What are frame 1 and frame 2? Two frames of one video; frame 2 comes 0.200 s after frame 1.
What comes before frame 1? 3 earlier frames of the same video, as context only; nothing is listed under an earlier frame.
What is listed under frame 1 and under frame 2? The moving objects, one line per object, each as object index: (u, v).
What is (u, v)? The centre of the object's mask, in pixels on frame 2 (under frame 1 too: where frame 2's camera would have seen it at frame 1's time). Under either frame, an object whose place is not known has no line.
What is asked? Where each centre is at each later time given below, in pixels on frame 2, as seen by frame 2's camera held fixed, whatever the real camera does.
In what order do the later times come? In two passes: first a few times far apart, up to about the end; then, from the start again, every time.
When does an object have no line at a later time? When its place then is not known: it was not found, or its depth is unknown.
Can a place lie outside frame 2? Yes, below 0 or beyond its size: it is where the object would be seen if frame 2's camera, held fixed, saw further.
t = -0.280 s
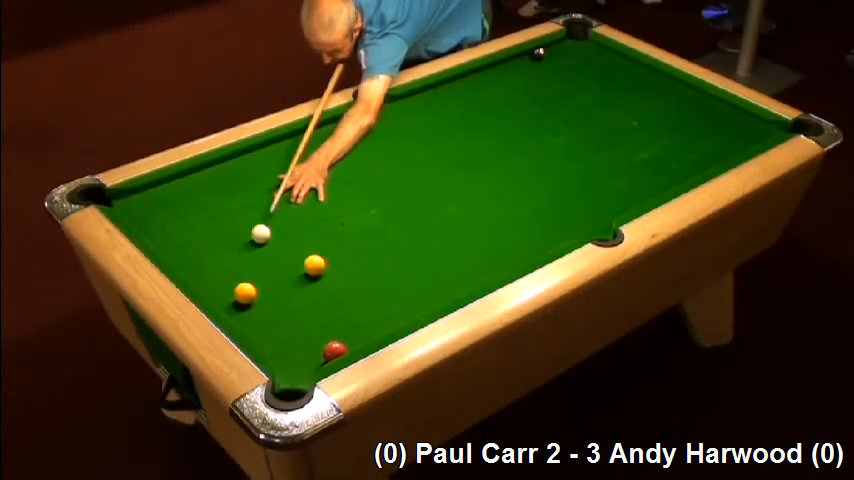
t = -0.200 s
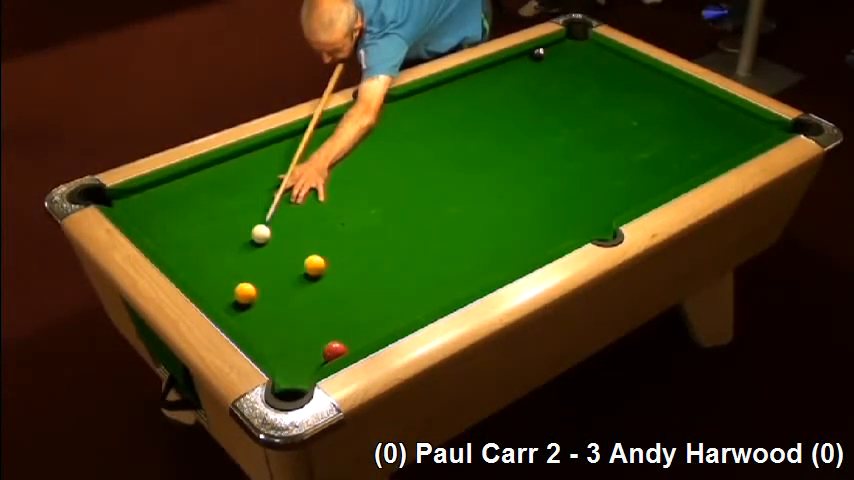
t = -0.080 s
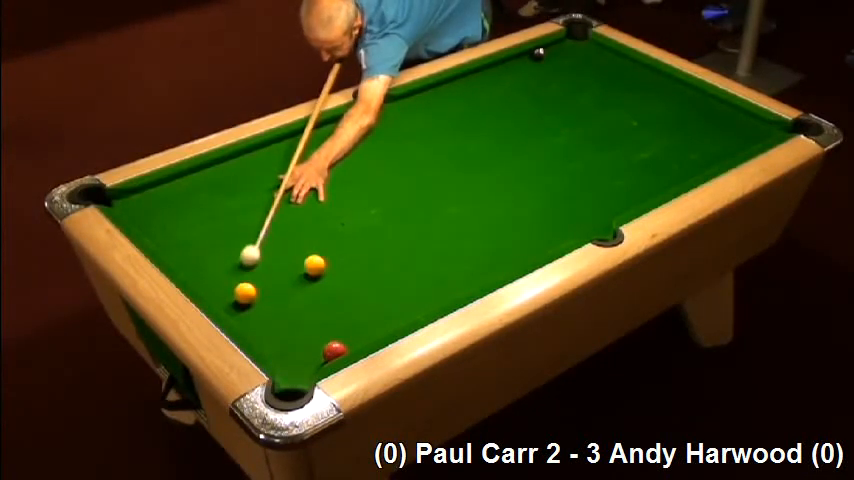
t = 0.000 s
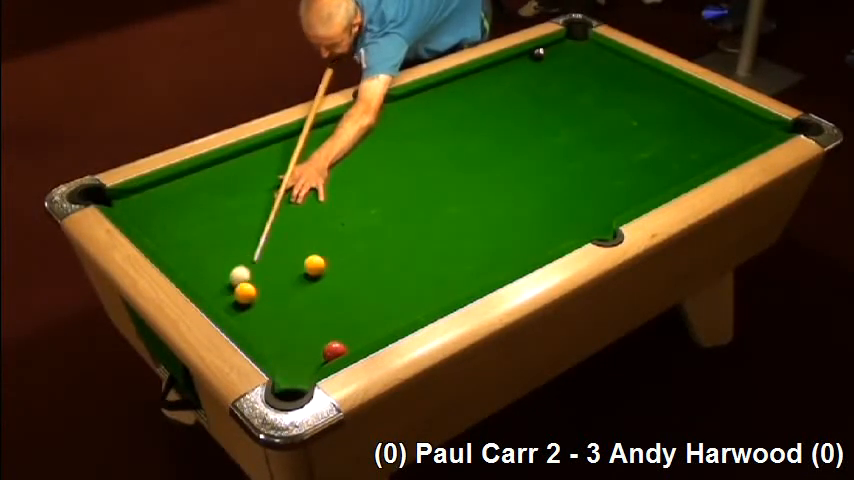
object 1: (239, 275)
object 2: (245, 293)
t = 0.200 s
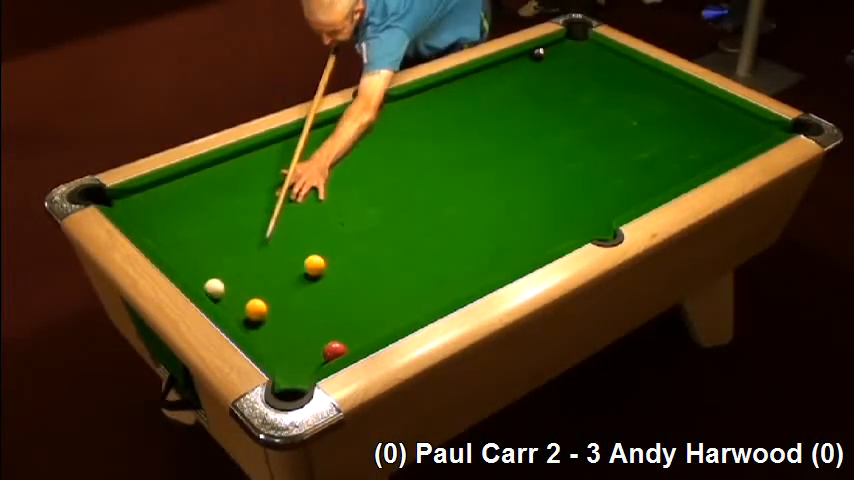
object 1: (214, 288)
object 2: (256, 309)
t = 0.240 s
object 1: (218, 285)
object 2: (259, 313)
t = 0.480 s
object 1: (237, 268)
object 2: (272, 333)
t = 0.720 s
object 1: (253, 253)
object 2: (285, 353)
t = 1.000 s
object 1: (270, 237)
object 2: (299, 376)
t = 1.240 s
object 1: (282, 226)
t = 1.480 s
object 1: (293, 217)
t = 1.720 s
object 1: (302, 209)
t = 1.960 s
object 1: (309, 202)
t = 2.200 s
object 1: (314, 197)
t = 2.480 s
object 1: (319, 192)
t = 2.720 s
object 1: (322, 189)
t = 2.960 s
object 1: (324, 187)
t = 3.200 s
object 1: (324, 187)
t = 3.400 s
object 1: (324, 187)
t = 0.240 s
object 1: (218, 285)
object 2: (259, 313)
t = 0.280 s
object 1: (221, 282)
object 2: (261, 316)
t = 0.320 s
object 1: (224, 279)
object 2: (263, 320)
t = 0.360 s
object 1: (228, 276)
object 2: (265, 323)
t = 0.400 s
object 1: (230, 274)
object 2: (268, 326)
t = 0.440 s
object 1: (234, 271)
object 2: (270, 330)
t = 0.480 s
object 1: (237, 268)
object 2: (272, 333)
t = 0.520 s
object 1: (240, 265)
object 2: (274, 336)
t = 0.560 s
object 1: (242, 263)
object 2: (277, 340)
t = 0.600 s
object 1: (245, 260)
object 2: (279, 343)
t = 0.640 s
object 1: (248, 257)
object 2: (281, 347)
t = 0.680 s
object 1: (251, 255)
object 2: (283, 350)
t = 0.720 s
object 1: (253, 253)
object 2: (285, 353)
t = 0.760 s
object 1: (256, 250)
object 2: (287, 356)
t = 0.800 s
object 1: (258, 248)
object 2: (289, 360)
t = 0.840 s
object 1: (261, 246)
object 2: (291, 363)
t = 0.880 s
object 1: (263, 244)
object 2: (293, 367)
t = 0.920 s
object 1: (266, 241)
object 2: (295, 370)
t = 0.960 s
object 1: (268, 239)
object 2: (297, 374)
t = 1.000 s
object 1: (270, 237)
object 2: (299, 376)
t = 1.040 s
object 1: (272, 235)
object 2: (300, 380)
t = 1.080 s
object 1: (274, 234)
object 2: (300, 383)
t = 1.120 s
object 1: (277, 232)
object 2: (297, 389)
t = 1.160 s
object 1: (279, 230)
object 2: (293, 397)
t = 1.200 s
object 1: (281, 228)
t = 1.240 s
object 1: (282, 226)
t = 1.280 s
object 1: (284, 224)
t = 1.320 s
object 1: (286, 223)
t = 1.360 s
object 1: (288, 221)
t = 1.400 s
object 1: (290, 220)
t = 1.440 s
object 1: (291, 218)
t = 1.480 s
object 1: (293, 217)
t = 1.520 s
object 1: (294, 215)
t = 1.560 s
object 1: (296, 214)
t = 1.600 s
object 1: (297, 213)
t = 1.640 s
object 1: (299, 211)
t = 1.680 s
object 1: (300, 210)
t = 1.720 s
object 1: (302, 209)
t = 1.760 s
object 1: (303, 208)
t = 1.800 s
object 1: (304, 207)
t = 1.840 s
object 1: (305, 205)
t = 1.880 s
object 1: (306, 204)
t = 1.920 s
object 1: (308, 203)
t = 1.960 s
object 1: (309, 202)
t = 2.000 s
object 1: (310, 201)
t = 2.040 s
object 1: (311, 200)
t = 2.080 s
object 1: (312, 199)
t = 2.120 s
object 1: (313, 198)
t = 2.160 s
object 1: (313, 198)
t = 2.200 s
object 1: (314, 197)
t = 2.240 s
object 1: (315, 196)
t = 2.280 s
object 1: (316, 195)
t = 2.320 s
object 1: (316, 194)
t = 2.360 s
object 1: (317, 194)
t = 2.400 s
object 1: (318, 193)
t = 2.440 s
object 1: (319, 192)
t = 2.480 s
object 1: (319, 192)
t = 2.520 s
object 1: (320, 191)
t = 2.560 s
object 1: (320, 191)
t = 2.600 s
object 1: (321, 190)
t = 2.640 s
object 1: (321, 190)
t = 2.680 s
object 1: (321, 189)
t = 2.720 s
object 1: (322, 189)
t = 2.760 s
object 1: (322, 189)
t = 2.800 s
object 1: (323, 188)
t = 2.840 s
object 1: (323, 188)
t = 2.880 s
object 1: (323, 188)
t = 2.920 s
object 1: (323, 187)
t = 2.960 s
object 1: (324, 187)
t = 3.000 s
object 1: (324, 187)
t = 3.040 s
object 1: (324, 187)
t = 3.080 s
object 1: (324, 187)
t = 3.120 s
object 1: (324, 187)
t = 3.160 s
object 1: (324, 187)
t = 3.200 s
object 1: (324, 187)
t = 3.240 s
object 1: (324, 187)
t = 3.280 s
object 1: (324, 187)
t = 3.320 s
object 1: (324, 187)
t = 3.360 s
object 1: (324, 187)
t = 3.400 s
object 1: (324, 187)
